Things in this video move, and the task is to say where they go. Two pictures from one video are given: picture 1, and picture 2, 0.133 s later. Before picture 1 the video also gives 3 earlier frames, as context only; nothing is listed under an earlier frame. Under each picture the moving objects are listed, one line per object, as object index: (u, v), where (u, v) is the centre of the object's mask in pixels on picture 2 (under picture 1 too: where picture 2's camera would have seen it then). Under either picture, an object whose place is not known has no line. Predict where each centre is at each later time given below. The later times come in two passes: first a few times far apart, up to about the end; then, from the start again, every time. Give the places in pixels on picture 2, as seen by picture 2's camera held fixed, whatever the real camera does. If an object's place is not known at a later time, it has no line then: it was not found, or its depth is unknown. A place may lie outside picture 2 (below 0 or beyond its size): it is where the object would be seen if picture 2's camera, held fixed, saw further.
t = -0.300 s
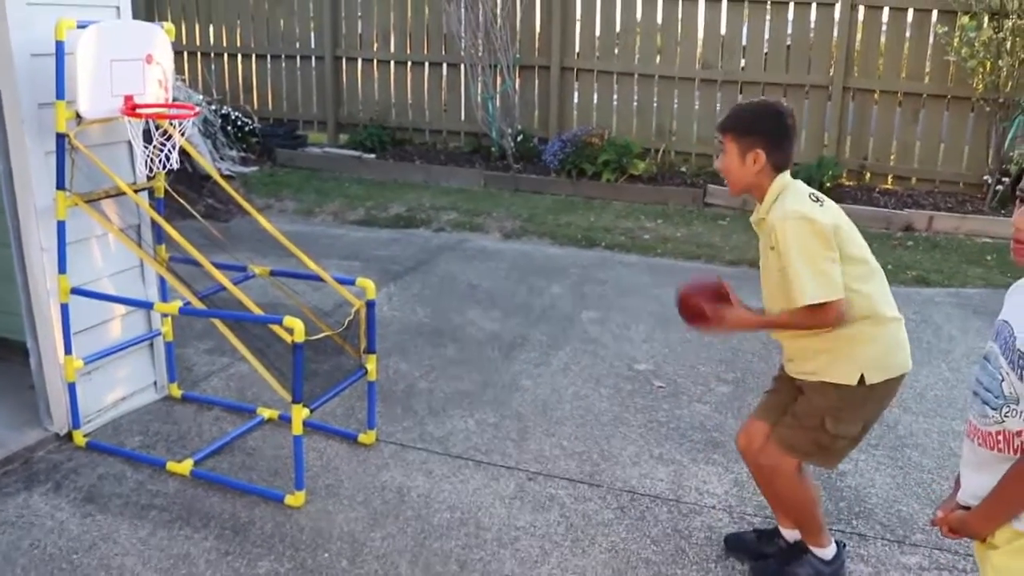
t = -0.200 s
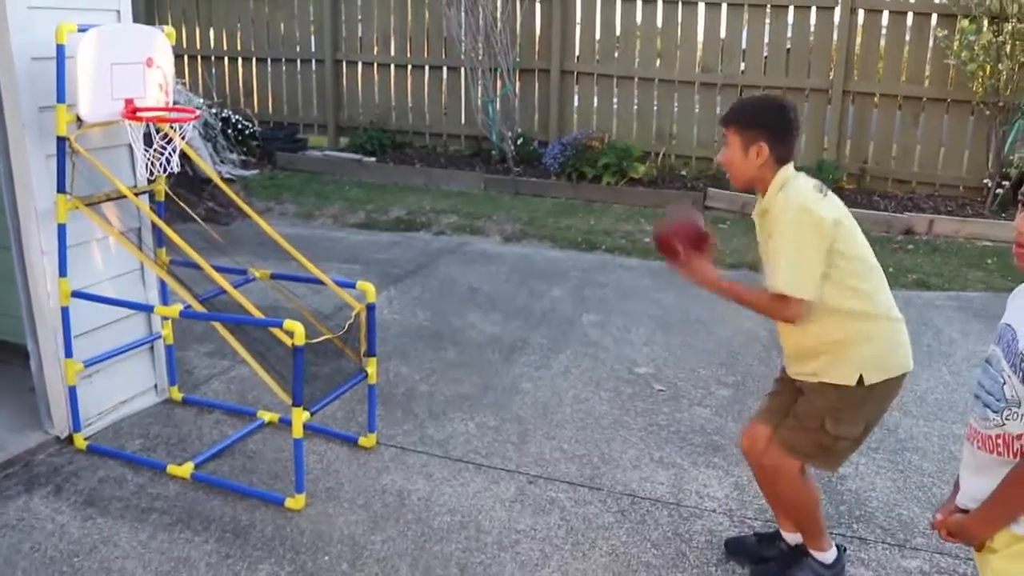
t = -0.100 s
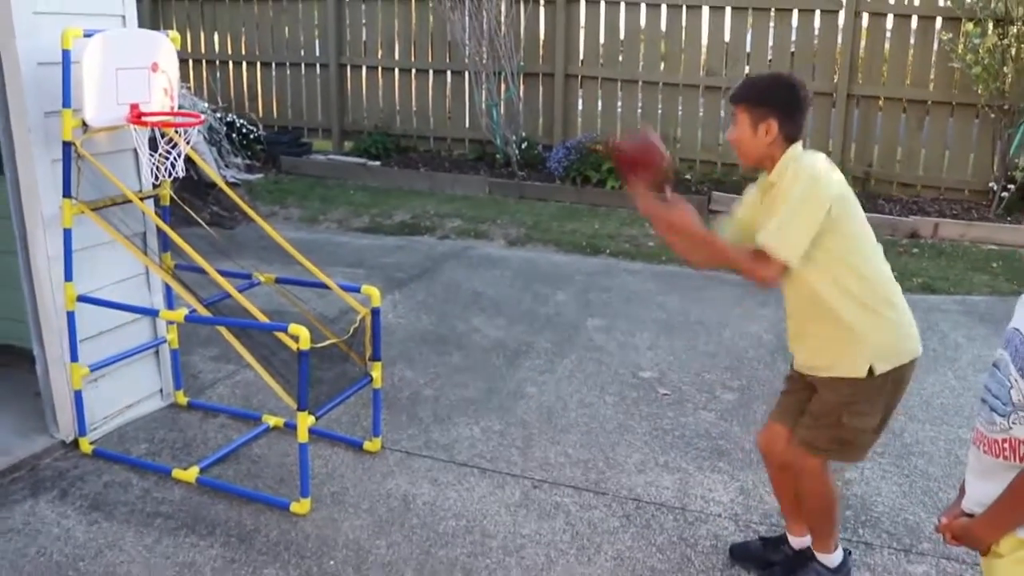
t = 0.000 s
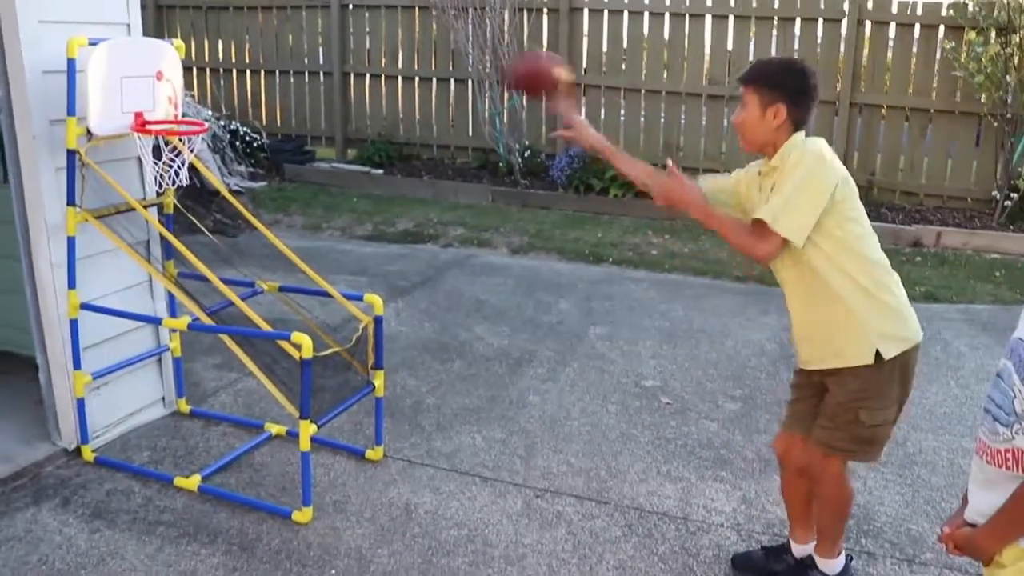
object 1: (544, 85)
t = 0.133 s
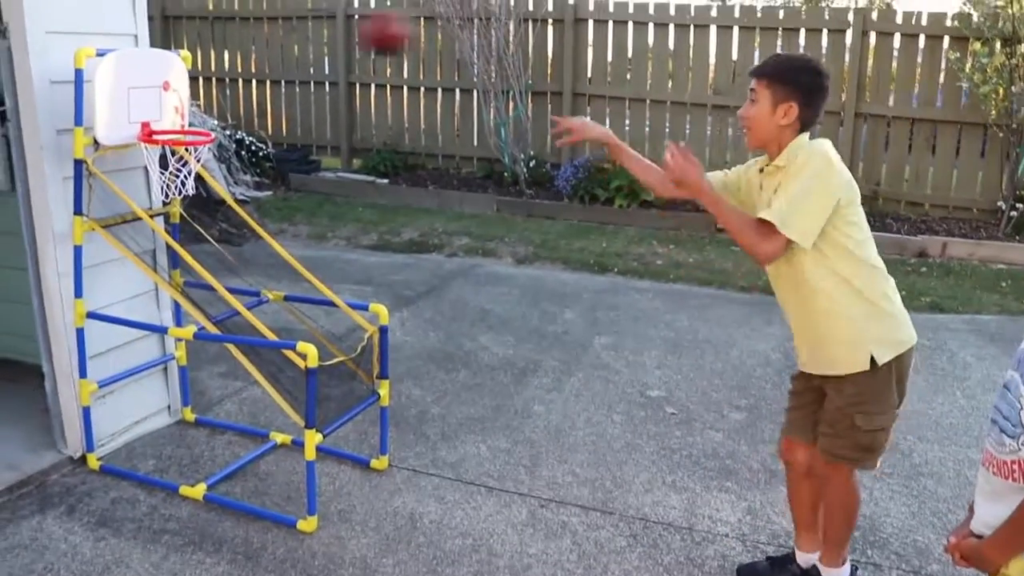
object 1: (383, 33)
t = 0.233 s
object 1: (286, 42)
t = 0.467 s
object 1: (171, 115)
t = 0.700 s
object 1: (198, 137)
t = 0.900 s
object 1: (179, 209)
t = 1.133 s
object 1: (196, 254)
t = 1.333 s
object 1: (254, 333)
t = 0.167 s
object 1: (351, 33)
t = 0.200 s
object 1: (321, 34)
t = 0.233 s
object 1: (286, 42)
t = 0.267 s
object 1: (259, 52)
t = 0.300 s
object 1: (230, 65)
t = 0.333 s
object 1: (202, 84)
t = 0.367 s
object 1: (175, 102)
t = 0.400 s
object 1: (151, 124)
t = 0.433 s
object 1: (155, 123)
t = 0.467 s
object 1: (171, 115)
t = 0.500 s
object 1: (185, 114)
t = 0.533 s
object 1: (189, 110)
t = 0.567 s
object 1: (190, 110)
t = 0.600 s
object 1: (192, 114)
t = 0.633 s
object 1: (190, 120)
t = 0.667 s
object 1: (194, 129)
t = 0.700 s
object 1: (198, 137)
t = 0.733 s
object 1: (199, 156)
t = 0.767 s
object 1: (194, 167)
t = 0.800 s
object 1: (192, 172)
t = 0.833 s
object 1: (186, 179)
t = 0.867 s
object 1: (183, 193)
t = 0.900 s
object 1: (179, 209)
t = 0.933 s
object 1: (177, 227)
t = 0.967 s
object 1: (170, 247)
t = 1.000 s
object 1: (164, 260)
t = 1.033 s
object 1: (167, 261)
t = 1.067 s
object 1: (178, 255)
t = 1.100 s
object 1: (187, 253)
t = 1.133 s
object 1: (196, 254)
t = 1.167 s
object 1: (208, 256)
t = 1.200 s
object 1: (215, 263)
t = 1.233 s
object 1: (224, 280)
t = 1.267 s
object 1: (234, 297)
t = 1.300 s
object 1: (243, 315)
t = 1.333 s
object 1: (254, 333)
